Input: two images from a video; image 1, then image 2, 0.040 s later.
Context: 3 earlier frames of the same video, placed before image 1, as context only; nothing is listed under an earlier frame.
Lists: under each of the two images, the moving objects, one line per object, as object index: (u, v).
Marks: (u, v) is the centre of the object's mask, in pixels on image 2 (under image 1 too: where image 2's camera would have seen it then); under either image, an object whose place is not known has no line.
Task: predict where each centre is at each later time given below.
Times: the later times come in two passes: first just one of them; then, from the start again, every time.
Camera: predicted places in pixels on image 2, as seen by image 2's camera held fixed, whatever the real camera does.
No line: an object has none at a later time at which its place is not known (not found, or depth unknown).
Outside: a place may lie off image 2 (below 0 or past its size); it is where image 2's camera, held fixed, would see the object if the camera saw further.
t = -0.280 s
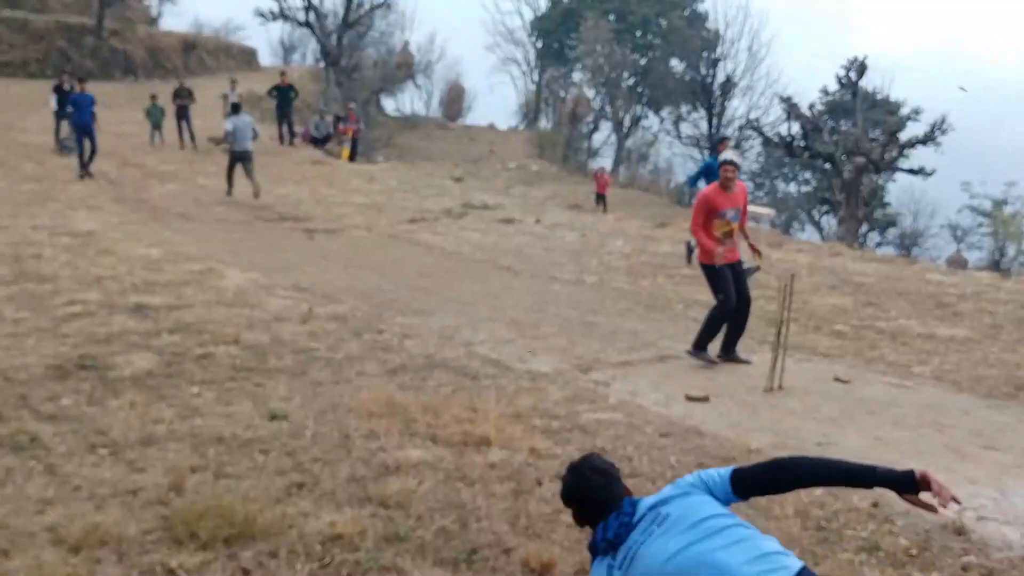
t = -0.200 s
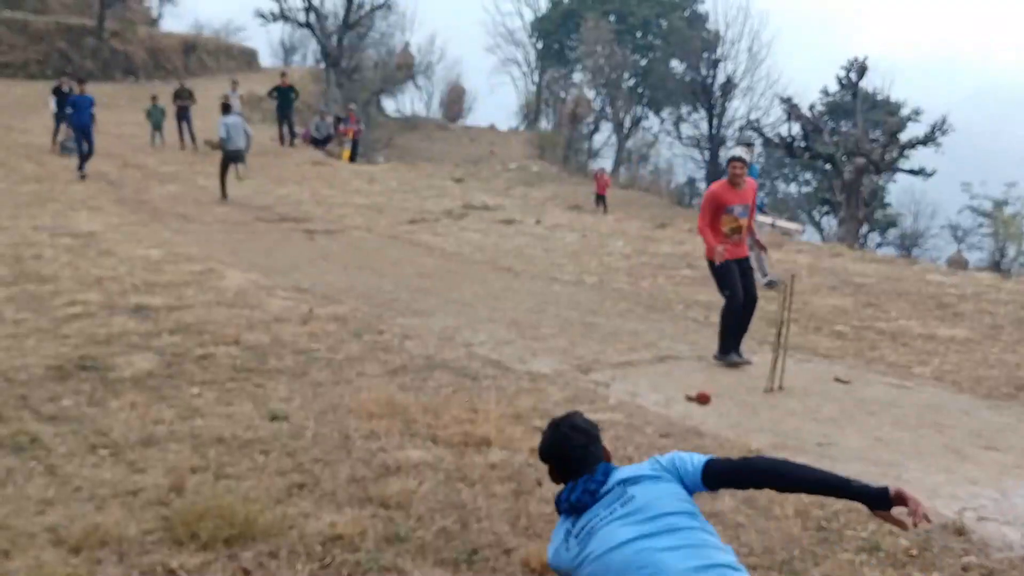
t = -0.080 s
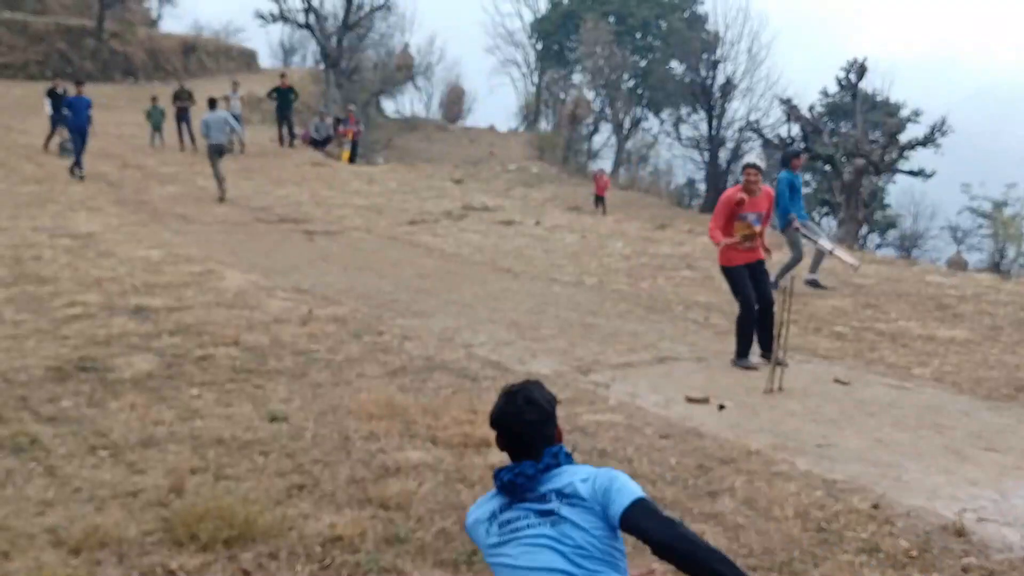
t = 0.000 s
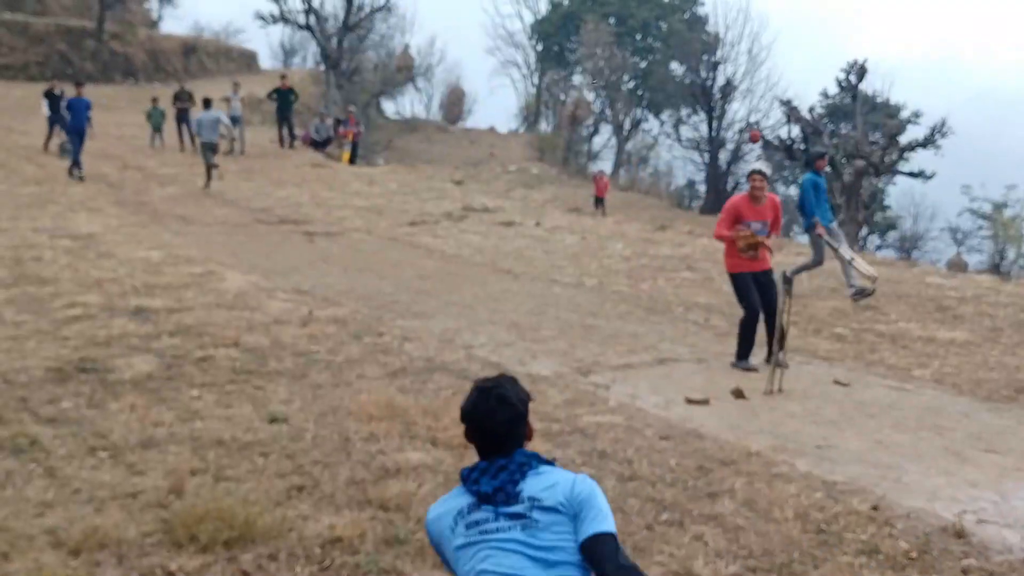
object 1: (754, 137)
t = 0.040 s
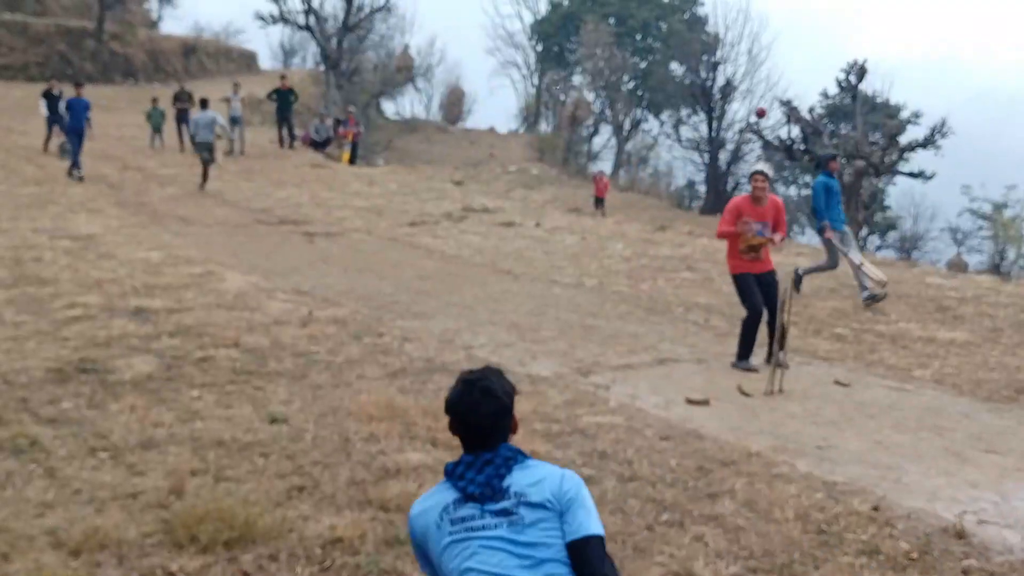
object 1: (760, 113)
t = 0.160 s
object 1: (780, 47)
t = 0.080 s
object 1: (766, 91)
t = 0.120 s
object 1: (776, 59)
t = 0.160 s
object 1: (780, 47)
